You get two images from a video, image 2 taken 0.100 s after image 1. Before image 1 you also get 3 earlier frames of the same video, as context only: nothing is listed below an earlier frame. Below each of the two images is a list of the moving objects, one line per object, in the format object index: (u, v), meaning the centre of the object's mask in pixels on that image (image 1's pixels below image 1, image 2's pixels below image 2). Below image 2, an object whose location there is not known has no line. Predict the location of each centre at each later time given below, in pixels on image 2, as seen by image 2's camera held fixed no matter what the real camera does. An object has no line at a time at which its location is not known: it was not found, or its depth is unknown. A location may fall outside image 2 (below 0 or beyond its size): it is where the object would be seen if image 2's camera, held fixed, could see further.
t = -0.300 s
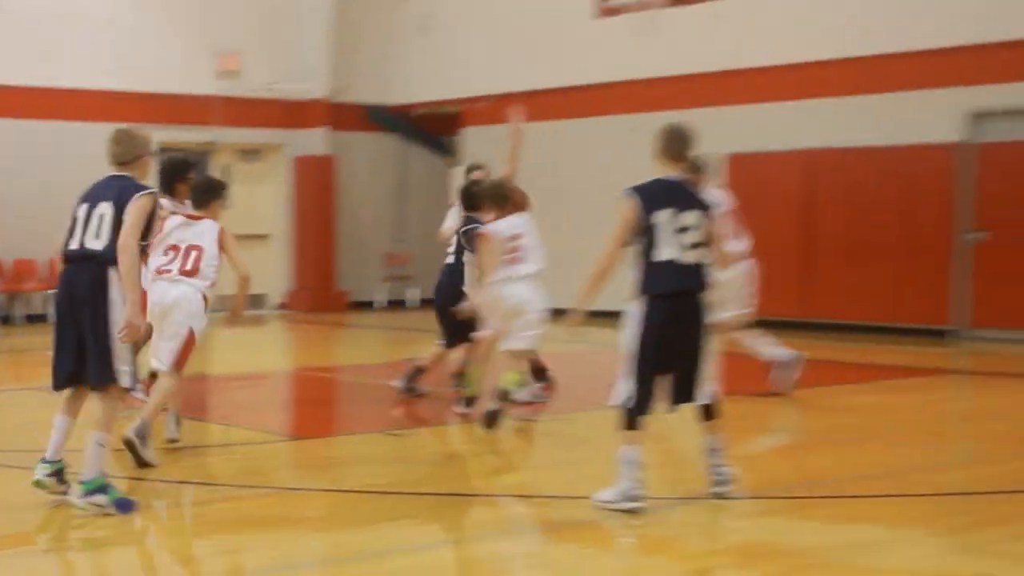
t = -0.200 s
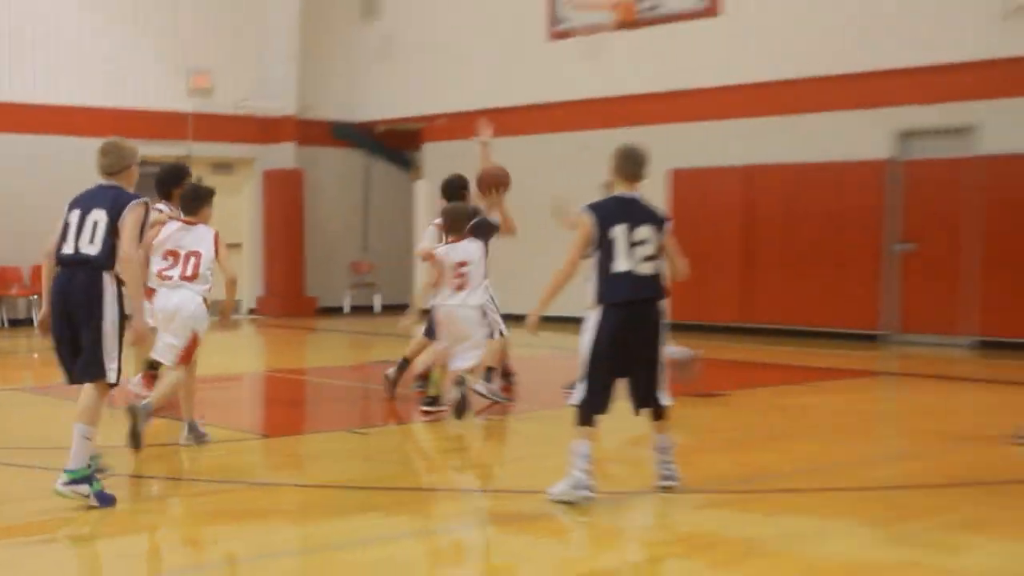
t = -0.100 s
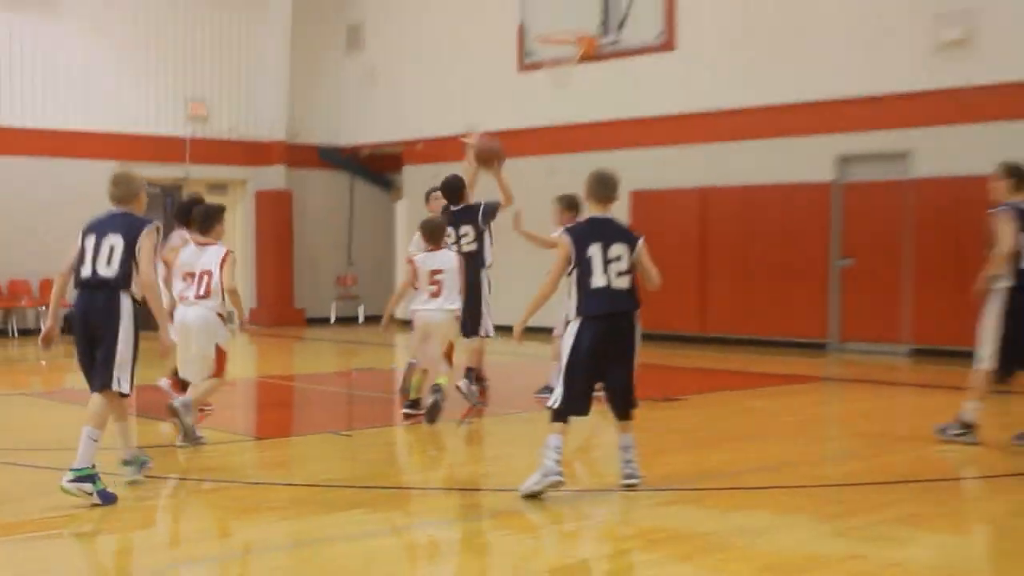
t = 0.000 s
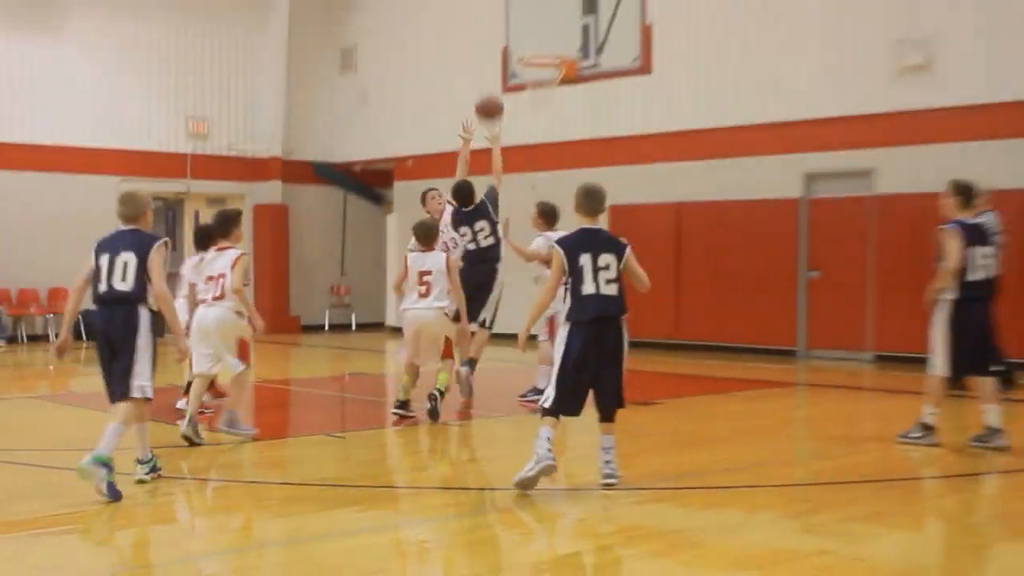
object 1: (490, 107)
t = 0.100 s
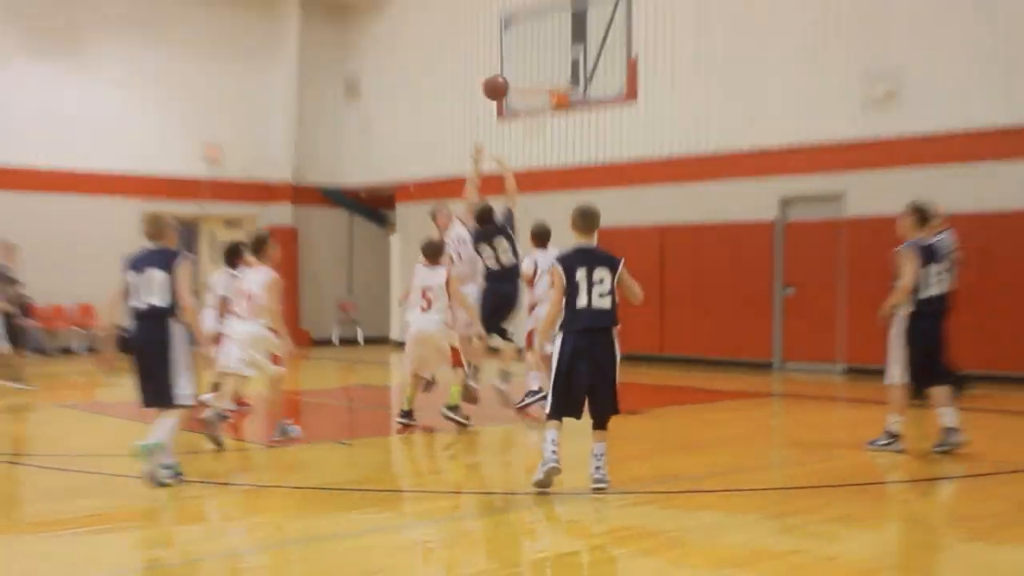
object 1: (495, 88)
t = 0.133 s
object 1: (499, 77)
